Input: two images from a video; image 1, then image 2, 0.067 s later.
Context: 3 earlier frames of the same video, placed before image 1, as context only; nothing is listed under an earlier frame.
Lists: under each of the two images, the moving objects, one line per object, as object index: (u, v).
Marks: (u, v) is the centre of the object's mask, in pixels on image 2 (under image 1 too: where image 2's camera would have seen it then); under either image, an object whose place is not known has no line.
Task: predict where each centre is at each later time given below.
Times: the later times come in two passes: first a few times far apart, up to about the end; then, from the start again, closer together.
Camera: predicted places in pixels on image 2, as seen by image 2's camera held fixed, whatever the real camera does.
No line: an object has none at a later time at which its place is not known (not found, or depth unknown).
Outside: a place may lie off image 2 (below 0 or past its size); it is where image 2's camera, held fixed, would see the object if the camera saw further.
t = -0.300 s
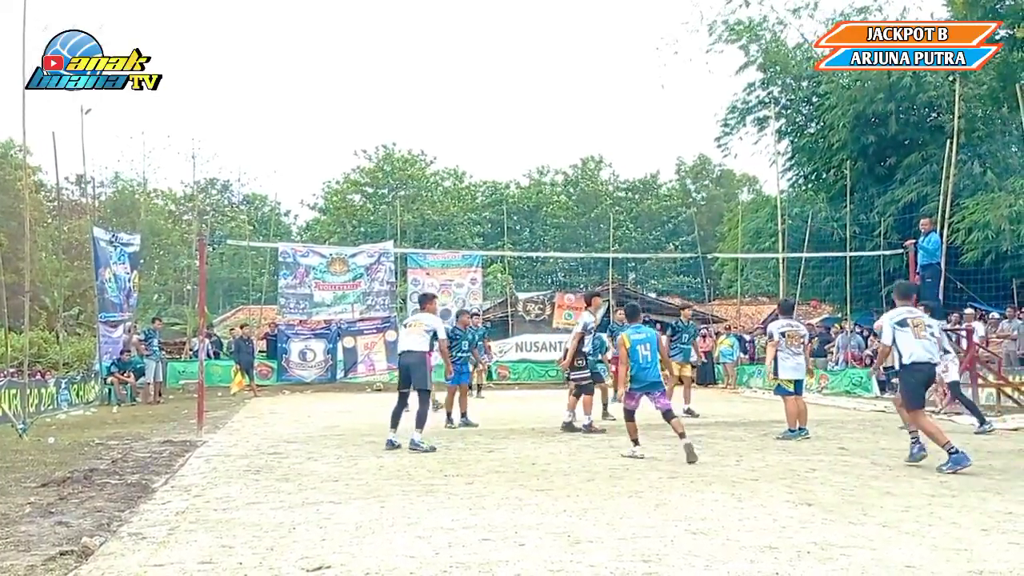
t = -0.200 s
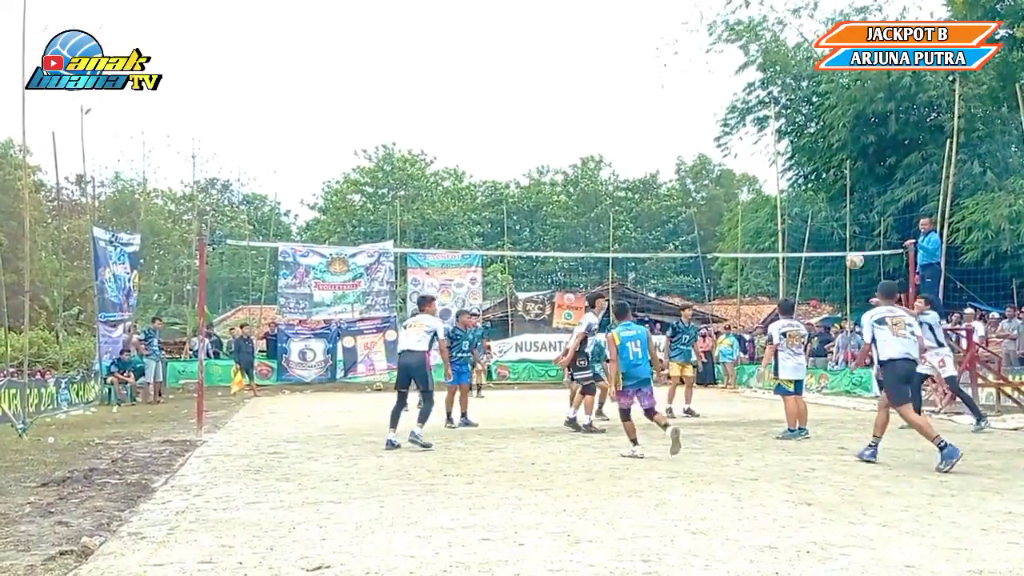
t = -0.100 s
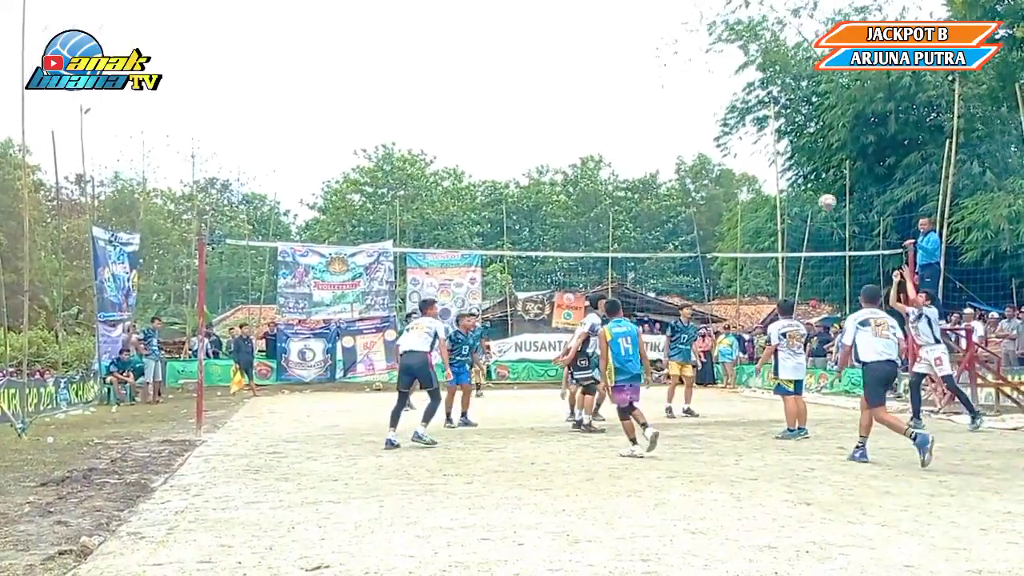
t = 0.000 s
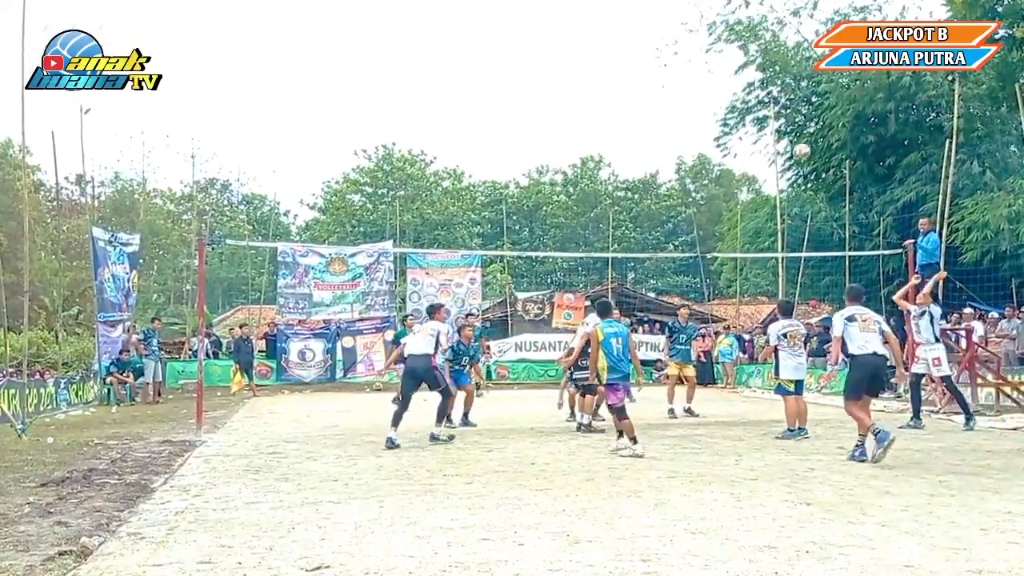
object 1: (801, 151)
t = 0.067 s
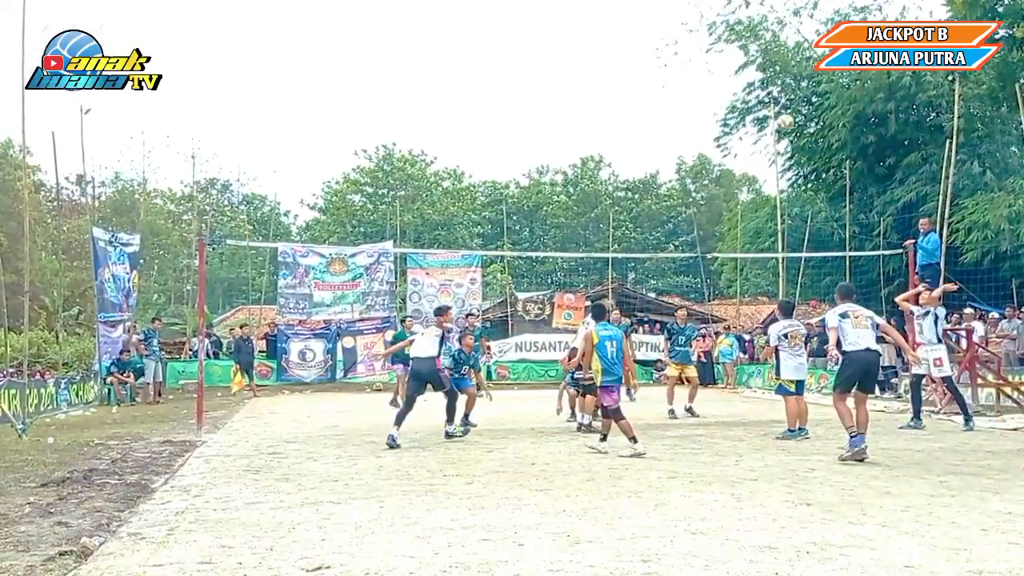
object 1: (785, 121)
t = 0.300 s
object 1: (728, 48)
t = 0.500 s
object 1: (681, 19)
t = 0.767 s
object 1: (619, 28)
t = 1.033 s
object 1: (561, 95)
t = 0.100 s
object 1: (775, 108)
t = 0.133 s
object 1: (769, 95)
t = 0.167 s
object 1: (760, 83)
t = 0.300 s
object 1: (728, 48)
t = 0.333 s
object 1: (721, 44)
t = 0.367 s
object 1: (712, 37)
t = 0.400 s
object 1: (705, 31)
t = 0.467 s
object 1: (689, 22)
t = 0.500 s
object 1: (681, 19)
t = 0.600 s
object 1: (658, 15)
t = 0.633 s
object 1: (650, 16)
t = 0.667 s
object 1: (642, 18)
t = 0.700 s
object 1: (635, 21)
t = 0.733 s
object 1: (627, 23)
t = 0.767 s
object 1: (619, 28)
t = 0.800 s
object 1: (612, 33)
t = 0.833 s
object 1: (605, 39)
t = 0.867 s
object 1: (597, 46)
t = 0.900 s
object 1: (590, 54)
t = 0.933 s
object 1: (583, 63)
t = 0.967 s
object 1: (575, 72)
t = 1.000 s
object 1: (568, 83)
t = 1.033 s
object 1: (561, 95)
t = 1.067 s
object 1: (553, 107)
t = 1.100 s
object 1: (546, 120)
